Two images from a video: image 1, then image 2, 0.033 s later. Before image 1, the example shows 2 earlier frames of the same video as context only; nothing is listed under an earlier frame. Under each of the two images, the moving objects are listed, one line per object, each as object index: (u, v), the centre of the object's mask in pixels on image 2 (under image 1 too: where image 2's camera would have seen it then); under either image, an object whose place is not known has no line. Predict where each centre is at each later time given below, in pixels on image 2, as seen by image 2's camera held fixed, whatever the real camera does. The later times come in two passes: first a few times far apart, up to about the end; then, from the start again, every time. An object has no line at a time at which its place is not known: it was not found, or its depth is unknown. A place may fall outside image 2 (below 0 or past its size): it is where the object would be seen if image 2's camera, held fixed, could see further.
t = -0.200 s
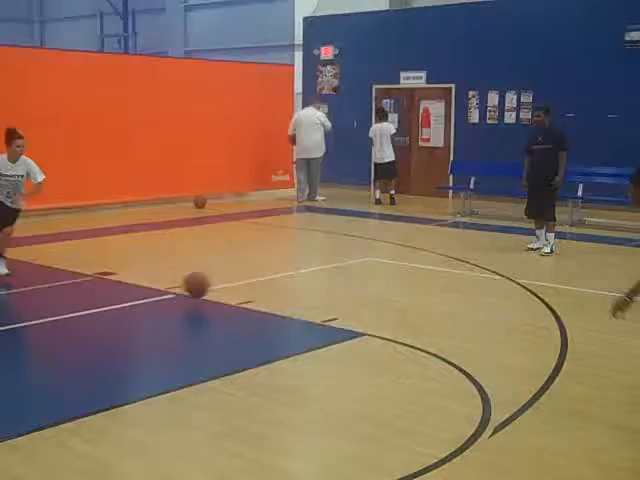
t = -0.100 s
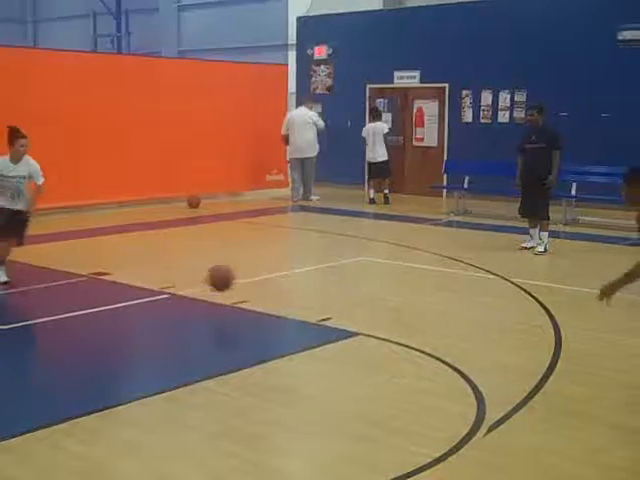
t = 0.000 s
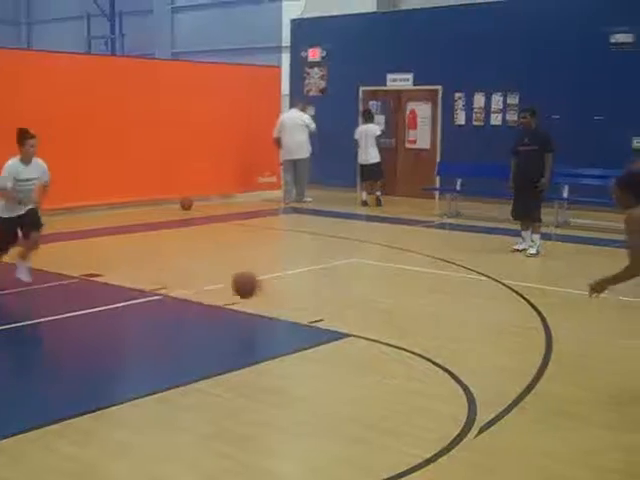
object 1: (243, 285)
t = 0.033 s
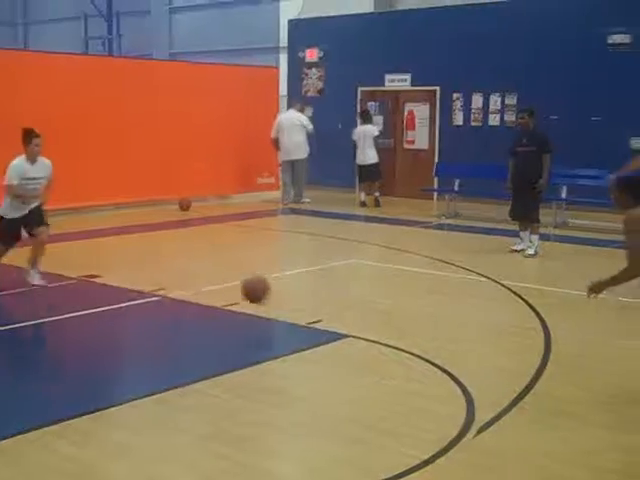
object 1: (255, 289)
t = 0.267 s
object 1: (338, 304)
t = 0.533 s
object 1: (448, 336)
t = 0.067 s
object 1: (266, 294)
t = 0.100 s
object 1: (278, 301)
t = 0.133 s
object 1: (290, 310)
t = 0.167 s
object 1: (302, 312)
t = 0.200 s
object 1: (314, 308)
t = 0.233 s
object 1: (326, 305)
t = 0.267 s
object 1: (338, 304)
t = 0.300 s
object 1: (351, 305)
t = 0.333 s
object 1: (364, 307)
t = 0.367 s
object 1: (378, 310)
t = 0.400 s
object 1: (391, 315)
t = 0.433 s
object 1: (405, 322)
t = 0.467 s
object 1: (419, 330)
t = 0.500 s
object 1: (434, 339)
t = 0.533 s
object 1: (448, 336)
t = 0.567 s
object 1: (463, 335)
